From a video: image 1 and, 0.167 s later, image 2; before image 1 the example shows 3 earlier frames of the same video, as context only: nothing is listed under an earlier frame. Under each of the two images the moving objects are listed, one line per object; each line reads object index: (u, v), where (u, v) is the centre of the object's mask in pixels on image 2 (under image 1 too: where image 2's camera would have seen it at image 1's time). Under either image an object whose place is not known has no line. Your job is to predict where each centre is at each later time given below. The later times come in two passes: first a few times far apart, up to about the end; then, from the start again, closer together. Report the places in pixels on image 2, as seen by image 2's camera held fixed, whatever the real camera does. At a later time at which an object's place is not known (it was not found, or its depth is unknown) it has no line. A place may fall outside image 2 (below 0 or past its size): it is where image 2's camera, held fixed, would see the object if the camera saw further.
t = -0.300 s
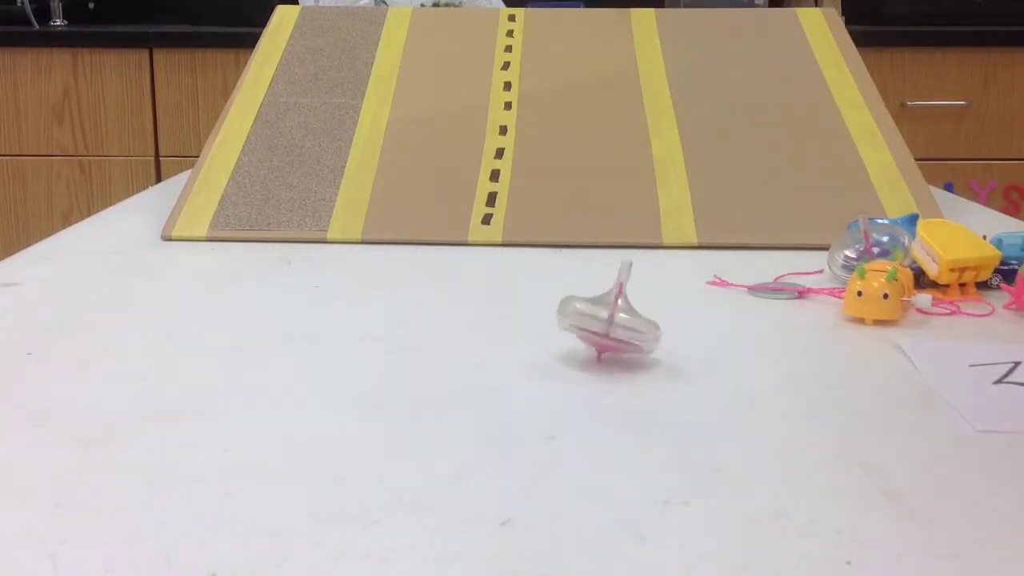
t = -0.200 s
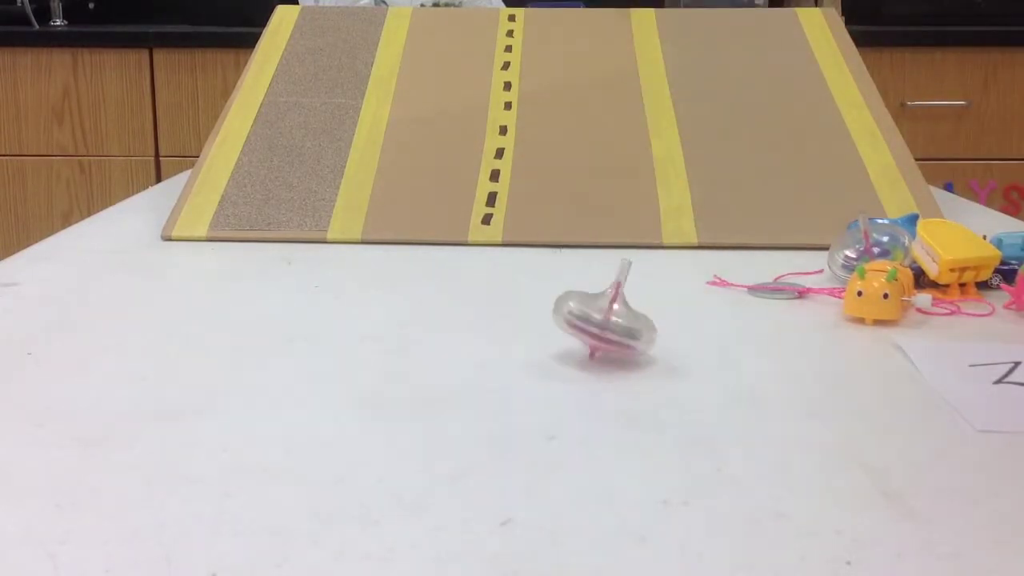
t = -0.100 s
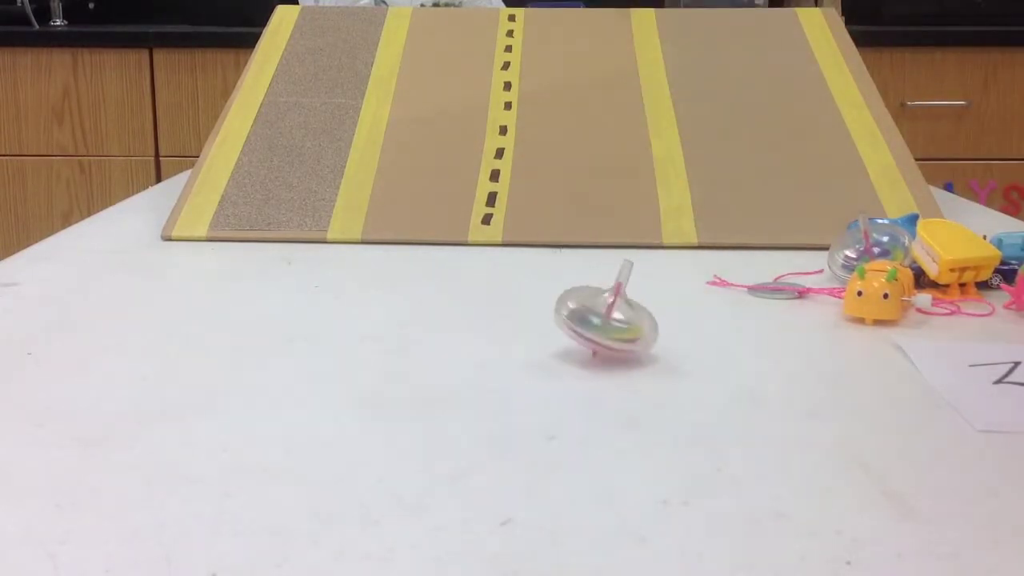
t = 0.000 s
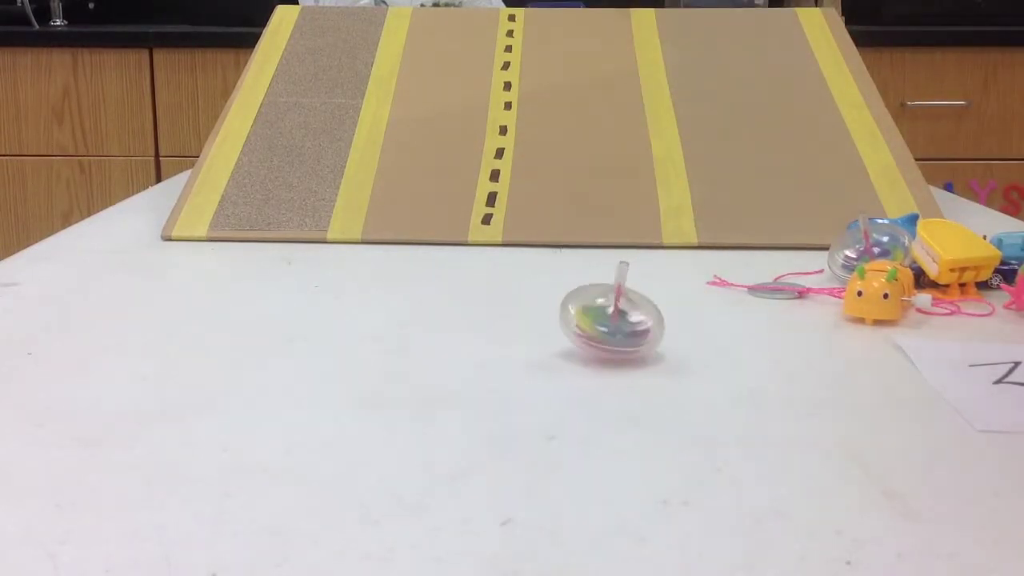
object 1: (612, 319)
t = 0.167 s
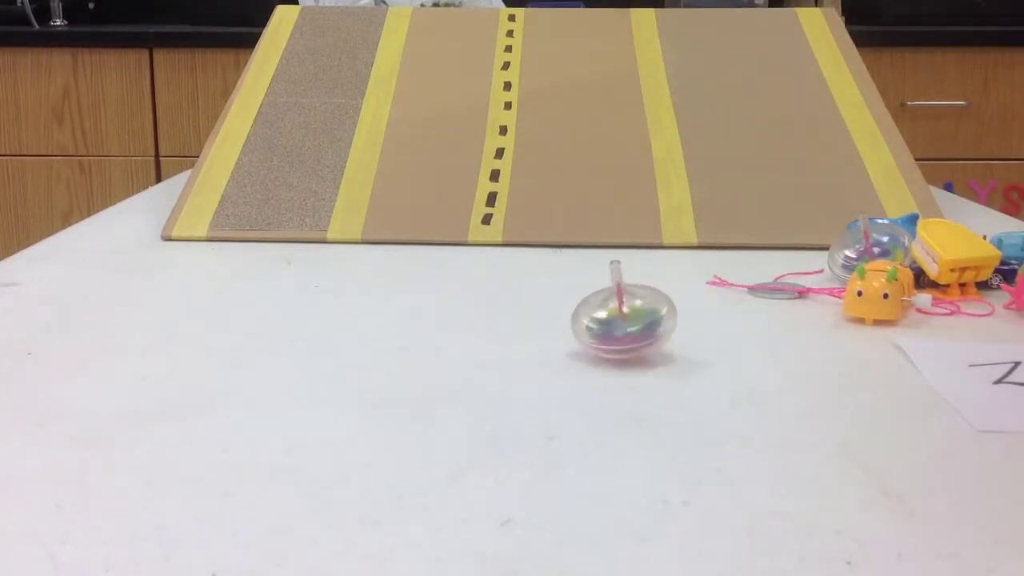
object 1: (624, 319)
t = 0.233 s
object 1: (628, 319)
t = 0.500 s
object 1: (632, 321)
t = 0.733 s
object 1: (617, 321)
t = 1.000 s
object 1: (609, 318)
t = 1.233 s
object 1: (623, 320)
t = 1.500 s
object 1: (633, 321)
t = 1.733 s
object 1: (624, 322)
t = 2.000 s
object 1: (612, 320)
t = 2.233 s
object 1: (618, 320)
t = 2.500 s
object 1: (632, 321)
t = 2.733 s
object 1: (628, 323)
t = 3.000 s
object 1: (616, 322)
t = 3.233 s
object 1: (617, 321)
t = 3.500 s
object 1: (631, 321)
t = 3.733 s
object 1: (632, 322)
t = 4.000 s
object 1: (621, 323)
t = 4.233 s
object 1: (618, 321)
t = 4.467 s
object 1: (631, 322)
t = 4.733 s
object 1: (636, 323)
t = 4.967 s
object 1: (627, 324)
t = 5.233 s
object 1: (621, 322)
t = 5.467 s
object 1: (632, 322)
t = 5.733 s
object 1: (637, 323)
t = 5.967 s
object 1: (628, 324)
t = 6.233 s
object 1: (624, 323)
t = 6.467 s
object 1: (632, 323)
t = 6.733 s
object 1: (638, 323)
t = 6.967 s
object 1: (630, 324)
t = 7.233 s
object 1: (627, 323)
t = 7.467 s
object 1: (637, 323)
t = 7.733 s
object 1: (638, 324)
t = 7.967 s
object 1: (628, 324)
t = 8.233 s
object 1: (629, 324)
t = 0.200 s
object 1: (627, 319)
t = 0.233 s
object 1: (628, 319)
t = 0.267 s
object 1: (631, 319)
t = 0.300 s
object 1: (632, 320)
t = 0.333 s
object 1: (632, 319)
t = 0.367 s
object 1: (633, 320)
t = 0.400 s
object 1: (633, 320)
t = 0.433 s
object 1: (633, 320)
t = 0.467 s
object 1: (632, 321)
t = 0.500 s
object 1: (632, 321)
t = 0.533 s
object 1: (630, 321)
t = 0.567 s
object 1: (629, 322)
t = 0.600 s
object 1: (626, 322)
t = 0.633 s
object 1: (625, 322)
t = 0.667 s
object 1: (621, 322)
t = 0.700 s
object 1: (620, 322)
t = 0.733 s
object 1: (617, 321)
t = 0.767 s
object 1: (615, 321)
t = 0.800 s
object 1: (614, 321)
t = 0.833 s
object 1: (611, 320)
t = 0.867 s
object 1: (611, 320)
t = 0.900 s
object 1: (609, 320)
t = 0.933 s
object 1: (609, 319)
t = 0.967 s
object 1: (609, 319)
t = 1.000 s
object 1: (609, 318)
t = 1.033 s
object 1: (611, 319)
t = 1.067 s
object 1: (612, 319)
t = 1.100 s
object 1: (614, 320)
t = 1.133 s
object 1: (615, 319)
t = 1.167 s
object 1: (618, 319)
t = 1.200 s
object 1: (619, 319)
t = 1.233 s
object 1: (623, 320)
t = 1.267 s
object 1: (625, 320)
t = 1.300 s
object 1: (627, 320)
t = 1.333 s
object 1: (629, 320)
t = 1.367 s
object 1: (630, 320)
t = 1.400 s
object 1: (633, 320)
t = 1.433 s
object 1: (633, 320)
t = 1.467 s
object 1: (634, 320)
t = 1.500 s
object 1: (633, 321)
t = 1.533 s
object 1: (633, 321)
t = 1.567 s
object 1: (632, 321)
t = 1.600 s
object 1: (632, 322)
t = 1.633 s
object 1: (630, 322)
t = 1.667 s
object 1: (628, 322)
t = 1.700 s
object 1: (627, 322)
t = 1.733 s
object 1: (624, 322)
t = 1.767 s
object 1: (624, 322)
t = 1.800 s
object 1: (620, 322)
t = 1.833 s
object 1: (619, 322)
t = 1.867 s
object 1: (617, 322)
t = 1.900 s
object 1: (614, 321)
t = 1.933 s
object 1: (614, 321)
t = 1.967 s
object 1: (612, 321)
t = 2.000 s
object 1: (612, 320)
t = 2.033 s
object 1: (611, 320)
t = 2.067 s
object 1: (611, 320)
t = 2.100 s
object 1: (612, 320)
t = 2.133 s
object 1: (613, 320)
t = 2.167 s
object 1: (614, 320)
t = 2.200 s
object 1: (615, 321)
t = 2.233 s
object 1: (618, 320)
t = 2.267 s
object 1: (619, 320)
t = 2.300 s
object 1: (623, 320)
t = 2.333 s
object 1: (624, 320)
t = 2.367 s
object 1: (626, 320)
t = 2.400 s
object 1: (628, 321)
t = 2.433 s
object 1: (629, 321)
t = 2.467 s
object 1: (631, 321)
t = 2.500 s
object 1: (632, 321)
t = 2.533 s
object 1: (633, 321)
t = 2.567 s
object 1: (633, 321)
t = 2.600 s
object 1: (633, 321)
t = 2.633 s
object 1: (633, 322)
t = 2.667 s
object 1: (631, 322)
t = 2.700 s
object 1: (631, 323)
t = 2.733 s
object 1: (628, 323)
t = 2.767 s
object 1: (627, 323)
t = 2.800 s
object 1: (625, 323)
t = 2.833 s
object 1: (623, 323)
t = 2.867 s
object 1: (622, 323)
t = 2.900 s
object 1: (620, 323)
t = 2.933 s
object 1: (620, 323)
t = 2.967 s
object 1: (618, 322)
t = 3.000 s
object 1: (616, 322)
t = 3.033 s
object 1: (616, 322)
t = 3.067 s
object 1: (615, 322)
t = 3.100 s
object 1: (615, 321)
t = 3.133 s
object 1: (614, 321)
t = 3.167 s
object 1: (615, 321)
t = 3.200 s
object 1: (615, 321)
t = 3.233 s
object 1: (617, 321)
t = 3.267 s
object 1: (618, 321)
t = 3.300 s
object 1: (619, 321)
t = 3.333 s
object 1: (622, 320)
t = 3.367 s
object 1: (623, 321)
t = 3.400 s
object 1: (626, 320)
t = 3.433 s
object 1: (629, 321)
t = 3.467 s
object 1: (630, 322)
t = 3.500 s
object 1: (631, 321)
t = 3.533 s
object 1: (631, 321)
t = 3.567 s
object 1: (633, 321)
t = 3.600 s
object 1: (633, 322)
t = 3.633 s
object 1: (633, 322)
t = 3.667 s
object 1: (634, 322)
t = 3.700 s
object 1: (632, 322)
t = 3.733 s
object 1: (632, 322)
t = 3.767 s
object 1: (630, 323)
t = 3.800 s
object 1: (629, 323)
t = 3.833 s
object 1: (627, 323)
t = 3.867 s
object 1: (625, 323)
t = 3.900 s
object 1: (625, 323)
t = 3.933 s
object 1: (622, 323)
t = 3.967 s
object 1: (623, 323)
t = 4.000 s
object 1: (621, 323)
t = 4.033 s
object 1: (619, 322)
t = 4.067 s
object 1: (619, 322)
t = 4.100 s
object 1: (618, 322)
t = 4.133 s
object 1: (618, 321)
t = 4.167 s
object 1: (617, 322)
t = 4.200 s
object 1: (618, 321)
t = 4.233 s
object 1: (618, 321)
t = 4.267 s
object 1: (620, 321)
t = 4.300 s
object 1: (622, 321)
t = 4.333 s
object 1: (622, 322)
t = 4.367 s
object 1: (626, 321)
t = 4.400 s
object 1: (627, 322)
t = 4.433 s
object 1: (629, 322)
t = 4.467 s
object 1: (631, 322)
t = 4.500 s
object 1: (632, 322)
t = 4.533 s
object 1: (633, 322)
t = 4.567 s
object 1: (634, 322)
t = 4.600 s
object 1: (635, 322)
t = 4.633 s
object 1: (636, 322)
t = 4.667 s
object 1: (636, 322)
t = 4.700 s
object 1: (636, 323)
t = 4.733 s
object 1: (636, 323)
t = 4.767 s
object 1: (635, 323)
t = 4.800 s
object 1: (633, 324)
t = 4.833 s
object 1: (630, 324)
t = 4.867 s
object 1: (631, 324)
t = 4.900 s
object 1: (629, 324)
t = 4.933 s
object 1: (628, 324)
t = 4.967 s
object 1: (627, 324)
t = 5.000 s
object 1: (624, 323)
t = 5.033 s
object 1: (624, 323)
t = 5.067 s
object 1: (623, 323)
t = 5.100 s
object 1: (621, 323)
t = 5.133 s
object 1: (621, 322)
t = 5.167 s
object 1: (620, 322)
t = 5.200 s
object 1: (621, 322)
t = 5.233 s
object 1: (621, 322)
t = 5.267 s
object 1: (622, 322)
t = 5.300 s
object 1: (623, 322)
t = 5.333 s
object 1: (624, 322)
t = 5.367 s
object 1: (627, 320)
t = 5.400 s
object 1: (628, 322)
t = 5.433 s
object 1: (631, 320)
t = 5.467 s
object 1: (632, 322)
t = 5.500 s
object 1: (632, 322)
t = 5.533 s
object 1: (635, 322)
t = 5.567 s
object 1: (637, 322)
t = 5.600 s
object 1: (637, 322)
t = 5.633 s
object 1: (638, 322)
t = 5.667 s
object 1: (637, 322)
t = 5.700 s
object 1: (637, 323)
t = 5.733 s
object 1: (637, 323)
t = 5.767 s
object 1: (635, 323)
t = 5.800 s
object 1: (635, 324)
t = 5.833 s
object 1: (632, 324)
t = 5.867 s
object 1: (632, 324)
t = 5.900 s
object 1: (630, 324)
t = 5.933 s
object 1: (628, 324)
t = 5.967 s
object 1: (628, 324)
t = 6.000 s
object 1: (625, 323)
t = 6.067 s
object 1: (625, 323)
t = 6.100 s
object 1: (625, 323)
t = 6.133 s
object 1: (624, 323)
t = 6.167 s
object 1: (624, 323)
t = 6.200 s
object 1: (624, 323)
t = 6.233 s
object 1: (624, 323)
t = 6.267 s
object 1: (624, 323)
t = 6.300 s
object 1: (625, 322)
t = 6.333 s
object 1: (627, 322)
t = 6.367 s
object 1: (628, 322)
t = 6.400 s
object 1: (630, 321)
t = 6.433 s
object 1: (632, 321)
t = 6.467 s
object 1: (632, 323)
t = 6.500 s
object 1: (635, 323)
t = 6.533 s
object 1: (637, 323)
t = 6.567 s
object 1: (637, 323)
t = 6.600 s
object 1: (639, 323)
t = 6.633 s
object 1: (638, 323)
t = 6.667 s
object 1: (638, 322)
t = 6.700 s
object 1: (638, 323)
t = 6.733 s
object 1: (638, 323)
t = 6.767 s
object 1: (637, 323)
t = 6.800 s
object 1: (636, 323)
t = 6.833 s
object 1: (635, 324)
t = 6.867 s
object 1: (634, 324)
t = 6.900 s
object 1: (631, 324)
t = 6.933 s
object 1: (631, 324)
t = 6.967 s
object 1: (630, 324)
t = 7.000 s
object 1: (627, 323)
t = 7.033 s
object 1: (628, 323)
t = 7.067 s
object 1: (627, 323)
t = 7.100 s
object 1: (627, 323)
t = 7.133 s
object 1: (626, 323)
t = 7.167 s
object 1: (625, 323)
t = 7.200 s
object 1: (626, 323)
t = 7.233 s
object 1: (627, 323)
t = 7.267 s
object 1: (628, 323)
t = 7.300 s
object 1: (629, 323)
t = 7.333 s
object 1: (629, 321)
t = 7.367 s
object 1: (632, 321)
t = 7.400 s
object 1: (634, 323)
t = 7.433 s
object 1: (634, 323)
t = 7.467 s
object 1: (637, 323)
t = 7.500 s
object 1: (637, 323)
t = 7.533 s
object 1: (638, 323)
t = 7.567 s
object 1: (639, 323)
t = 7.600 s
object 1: (639, 323)
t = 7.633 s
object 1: (639, 323)
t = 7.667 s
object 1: (639, 323)
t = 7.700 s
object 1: (639, 323)
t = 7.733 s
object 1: (638, 324)
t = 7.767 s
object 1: (636, 324)
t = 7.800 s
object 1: (635, 324)
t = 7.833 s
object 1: (635, 324)
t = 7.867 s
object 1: (633, 324)
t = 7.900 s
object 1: (633, 324)
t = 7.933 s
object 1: (631, 324)
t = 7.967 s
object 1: (628, 324)
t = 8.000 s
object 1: (628, 323)
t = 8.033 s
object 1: (628, 323)
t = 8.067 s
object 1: (628, 323)
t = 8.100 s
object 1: (627, 323)
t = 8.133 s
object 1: (627, 323)
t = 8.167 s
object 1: (628, 323)
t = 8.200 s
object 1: (629, 323)
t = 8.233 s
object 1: (629, 324)
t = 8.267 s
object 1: (631, 324)
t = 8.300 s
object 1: (631, 323)
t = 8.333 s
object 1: (633, 324)
